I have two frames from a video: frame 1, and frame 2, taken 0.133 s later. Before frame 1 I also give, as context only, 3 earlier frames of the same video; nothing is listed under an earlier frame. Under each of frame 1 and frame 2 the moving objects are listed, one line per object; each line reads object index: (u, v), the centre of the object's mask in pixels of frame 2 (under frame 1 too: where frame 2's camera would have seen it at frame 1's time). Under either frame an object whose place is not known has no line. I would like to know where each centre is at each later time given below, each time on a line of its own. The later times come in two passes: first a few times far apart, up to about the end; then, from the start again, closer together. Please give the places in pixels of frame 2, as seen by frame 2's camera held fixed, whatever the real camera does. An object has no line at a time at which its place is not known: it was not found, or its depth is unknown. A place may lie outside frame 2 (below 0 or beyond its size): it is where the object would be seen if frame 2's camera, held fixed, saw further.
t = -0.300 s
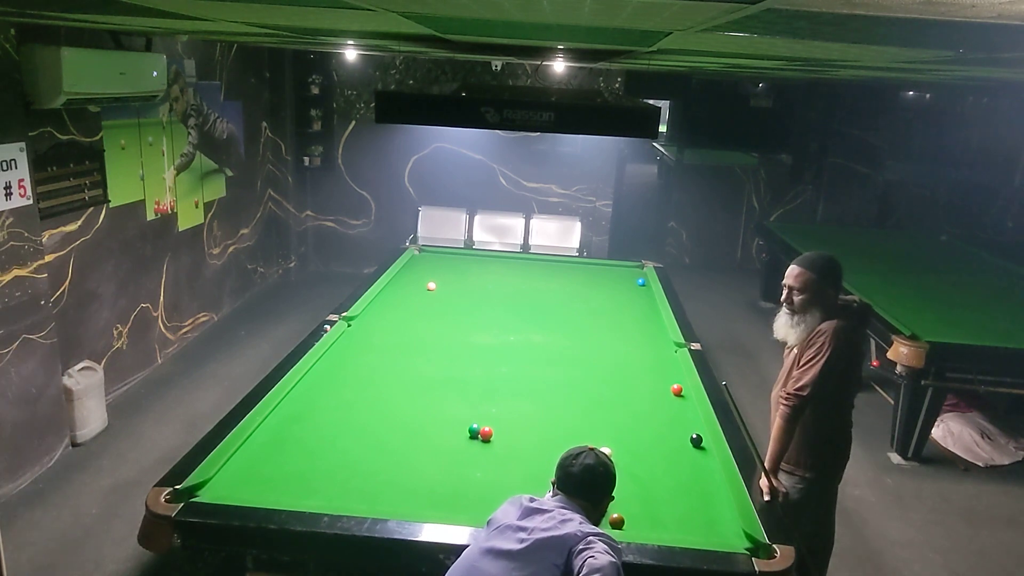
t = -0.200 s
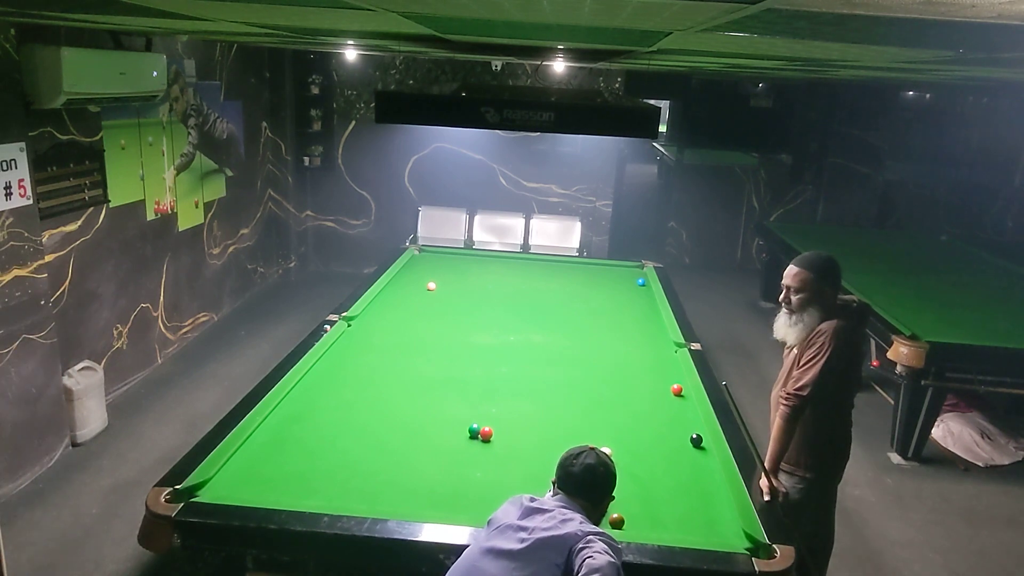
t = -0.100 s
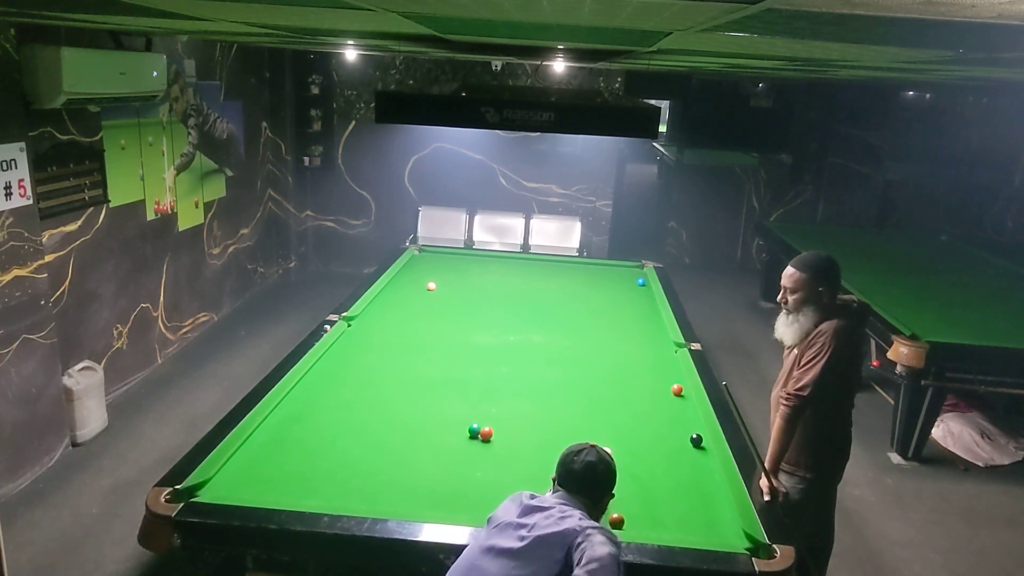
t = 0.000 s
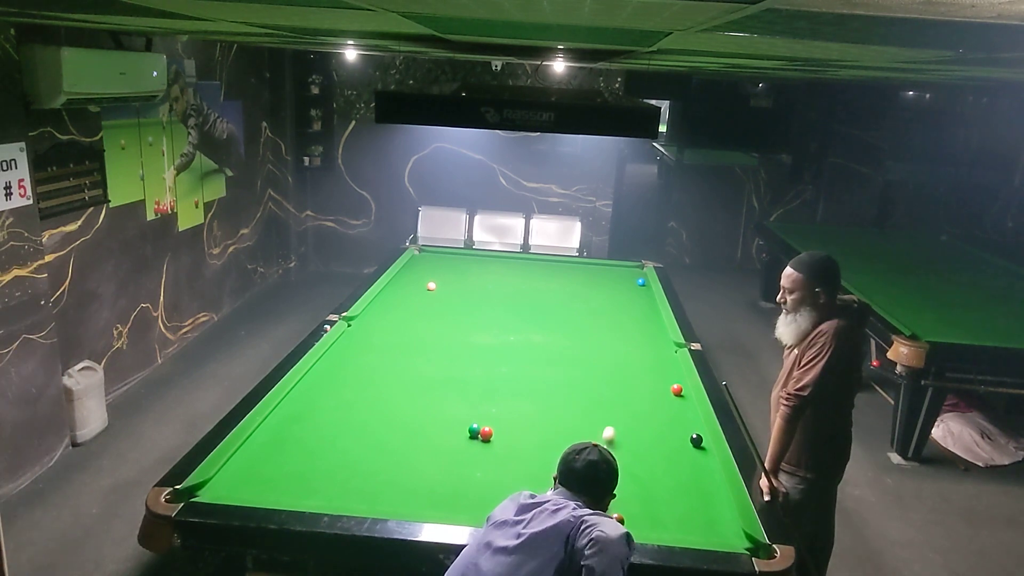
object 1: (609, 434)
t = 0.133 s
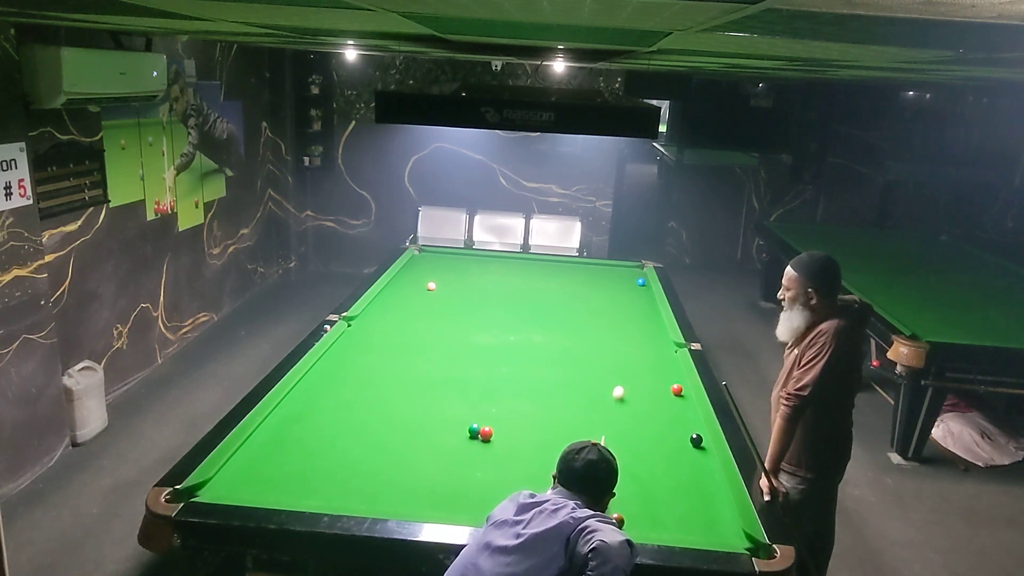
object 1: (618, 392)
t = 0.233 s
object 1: (623, 369)
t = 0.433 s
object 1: (631, 336)
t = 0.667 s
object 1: (637, 307)
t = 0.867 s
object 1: (641, 288)
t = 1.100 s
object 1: (644, 282)
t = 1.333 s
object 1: (635, 276)
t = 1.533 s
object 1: (623, 275)
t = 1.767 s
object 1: (609, 276)
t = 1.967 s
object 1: (596, 277)
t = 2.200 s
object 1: (583, 277)
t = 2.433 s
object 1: (570, 278)
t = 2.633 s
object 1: (560, 278)
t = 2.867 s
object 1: (548, 279)
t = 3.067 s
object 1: (539, 279)
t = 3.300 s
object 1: (529, 280)
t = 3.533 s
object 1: (521, 280)
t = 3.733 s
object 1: (514, 281)
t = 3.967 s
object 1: (506, 281)
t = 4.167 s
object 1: (501, 282)
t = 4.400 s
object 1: (495, 282)
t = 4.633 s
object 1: (491, 282)
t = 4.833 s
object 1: (488, 283)
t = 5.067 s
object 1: (485, 283)
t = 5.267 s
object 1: (483, 283)
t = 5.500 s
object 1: (482, 283)
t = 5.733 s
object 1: (482, 284)
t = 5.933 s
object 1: (482, 284)
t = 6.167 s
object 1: (482, 284)
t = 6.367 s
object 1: (482, 283)
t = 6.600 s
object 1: (482, 283)
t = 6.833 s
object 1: (482, 284)
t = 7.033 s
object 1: (482, 284)
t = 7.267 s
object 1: (482, 283)
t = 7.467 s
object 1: (482, 283)
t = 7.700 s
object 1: (482, 283)
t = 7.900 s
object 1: (482, 283)
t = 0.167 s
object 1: (620, 384)
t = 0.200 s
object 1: (622, 376)
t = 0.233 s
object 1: (623, 369)
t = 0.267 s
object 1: (625, 363)
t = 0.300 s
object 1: (626, 357)
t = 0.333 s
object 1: (627, 351)
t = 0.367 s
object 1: (629, 346)
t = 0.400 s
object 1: (630, 341)
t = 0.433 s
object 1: (631, 336)
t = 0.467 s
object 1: (632, 331)
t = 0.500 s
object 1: (632, 327)
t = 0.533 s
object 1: (633, 323)
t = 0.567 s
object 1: (634, 319)
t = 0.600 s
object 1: (635, 315)
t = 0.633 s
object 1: (636, 311)
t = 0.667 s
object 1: (637, 307)
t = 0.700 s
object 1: (637, 304)
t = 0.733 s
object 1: (638, 300)
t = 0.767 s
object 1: (639, 297)
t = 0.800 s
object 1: (639, 294)
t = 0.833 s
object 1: (640, 291)
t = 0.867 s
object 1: (641, 288)
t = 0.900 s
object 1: (641, 285)
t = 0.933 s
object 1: (643, 284)
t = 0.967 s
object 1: (644, 284)
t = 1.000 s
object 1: (646, 284)
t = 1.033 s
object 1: (647, 283)
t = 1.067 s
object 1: (645, 283)
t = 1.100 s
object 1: (644, 282)
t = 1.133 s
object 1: (642, 281)
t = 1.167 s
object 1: (641, 280)
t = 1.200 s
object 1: (640, 279)
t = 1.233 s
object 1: (639, 279)
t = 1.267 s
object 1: (637, 278)
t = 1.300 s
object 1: (636, 277)
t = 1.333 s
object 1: (635, 276)
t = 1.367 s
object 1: (634, 276)
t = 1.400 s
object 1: (633, 275)
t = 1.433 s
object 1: (631, 275)
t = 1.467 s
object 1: (628, 275)
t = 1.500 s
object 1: (626, 275)
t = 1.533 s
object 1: (623, 275)
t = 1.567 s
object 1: (621, 275)
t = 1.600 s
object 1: (619, 275)
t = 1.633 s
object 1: (617, 276)
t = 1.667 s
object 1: (615, 276)
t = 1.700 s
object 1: (613, 276)
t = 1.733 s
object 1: (611, 276)
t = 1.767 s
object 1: (609, 276)
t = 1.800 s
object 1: (607, 276)
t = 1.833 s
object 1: (604, 276)
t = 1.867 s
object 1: (602, 276)
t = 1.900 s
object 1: (600, 276)
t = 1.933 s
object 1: (598, 276)
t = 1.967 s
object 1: (596, 277)
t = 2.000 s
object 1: (594, 277)
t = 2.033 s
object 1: (592, 277)
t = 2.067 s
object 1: (591, 277)
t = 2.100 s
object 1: (589, 277)
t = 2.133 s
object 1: (587, 277)
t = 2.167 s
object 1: (585, 277)
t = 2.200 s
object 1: (583, 277)
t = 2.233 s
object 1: (581, 277)
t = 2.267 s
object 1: (579, 277)
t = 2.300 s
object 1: (577, 278)
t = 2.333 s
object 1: (575, 278)
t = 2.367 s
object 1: (574, 278)
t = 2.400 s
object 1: (572, 278)
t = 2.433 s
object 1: (570, 278)
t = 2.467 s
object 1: (568, 278)
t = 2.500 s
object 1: (566, 278)
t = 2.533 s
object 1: (565, 278)
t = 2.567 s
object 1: (563, 278)
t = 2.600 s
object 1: (561, 278)
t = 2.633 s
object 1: (560, 278)
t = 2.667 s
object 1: (558, 278)
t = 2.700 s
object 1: (556, 278)
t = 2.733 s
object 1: (555, 279)
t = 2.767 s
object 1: (553, 279)
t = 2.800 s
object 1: (551, 279)
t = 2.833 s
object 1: (550, 279)
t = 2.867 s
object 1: (548, 279)
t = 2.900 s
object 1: (547, 279)
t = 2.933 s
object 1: (545, 279)
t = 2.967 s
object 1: (544, 279)
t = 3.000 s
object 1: (542, 279)
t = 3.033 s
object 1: (541, 279)
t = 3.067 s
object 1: (539, 279)
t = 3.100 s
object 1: (538, 279)
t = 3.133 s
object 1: (536, 280)
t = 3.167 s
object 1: (535, 279)
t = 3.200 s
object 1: (533, 280)
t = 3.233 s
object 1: (532, 280)
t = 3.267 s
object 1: (531, 280)
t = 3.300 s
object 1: (529, 280)
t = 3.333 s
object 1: (528, 280)
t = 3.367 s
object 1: (527, 280)
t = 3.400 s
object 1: (525, 280)
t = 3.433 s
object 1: (524, 280)
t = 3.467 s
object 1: (523, 280)
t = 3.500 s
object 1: (522, 280)
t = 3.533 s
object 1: (521, 280)
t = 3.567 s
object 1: (519, 280)
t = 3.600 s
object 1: (518, 280)
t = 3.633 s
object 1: (517, 280)
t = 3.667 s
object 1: (516, 281)
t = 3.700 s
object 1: (515, 281)
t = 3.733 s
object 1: (514, 281)
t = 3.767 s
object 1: (512, 281)
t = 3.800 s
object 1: (511, 281)
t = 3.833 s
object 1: (510, 281)
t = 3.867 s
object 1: (509, 281)
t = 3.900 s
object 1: (508, 281)
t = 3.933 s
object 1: (507, 281)
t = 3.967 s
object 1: (506, 281)
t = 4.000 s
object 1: (505, 281)
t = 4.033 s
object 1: (504, 281)
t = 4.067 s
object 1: (504, 281)
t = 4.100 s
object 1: (503, 282)
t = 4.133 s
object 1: (502, 282)
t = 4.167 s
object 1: (501, 282)
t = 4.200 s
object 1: (500, 282)
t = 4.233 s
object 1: (499, 282)
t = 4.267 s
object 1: (498, 282)
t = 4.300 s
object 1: (498, 282)
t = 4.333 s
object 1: (497, 282)
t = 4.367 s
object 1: (496, 282)
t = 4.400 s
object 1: (495, 282)
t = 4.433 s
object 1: (495, 282)
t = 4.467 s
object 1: (494, 282)
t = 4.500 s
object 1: (493, 282)
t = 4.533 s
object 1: (493, 282)
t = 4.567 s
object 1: (492, 282)
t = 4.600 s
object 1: (491, 282)
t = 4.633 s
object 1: (491, 282)
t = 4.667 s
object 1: (490, 282)
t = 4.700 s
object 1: (490, 282)
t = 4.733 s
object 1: (489, 283)
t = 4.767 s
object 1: (489, 283)
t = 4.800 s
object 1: (488, 283)
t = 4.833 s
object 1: (488, 283)
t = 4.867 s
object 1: (487, 283)
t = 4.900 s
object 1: (487, 283)
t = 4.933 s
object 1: (486, 283)
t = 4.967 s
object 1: (486, 283)
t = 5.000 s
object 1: (485, 283)
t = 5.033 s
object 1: (485, 283)
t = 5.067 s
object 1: (485, 283)
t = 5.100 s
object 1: (485, 283)
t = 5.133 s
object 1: (484, 283)
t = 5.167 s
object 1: (484, 283)
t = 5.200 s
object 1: (484, 283)
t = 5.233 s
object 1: (483, 283)
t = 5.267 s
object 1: (483, 283)
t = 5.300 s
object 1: (483, 283)
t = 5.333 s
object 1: (483, 283)
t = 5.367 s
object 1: (483, 283)
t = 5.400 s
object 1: (482, 283)
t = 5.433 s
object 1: (482, 283)
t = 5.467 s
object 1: (482, 283)
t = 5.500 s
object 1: (482, 283)
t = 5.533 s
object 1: (482, 283)
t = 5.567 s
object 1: (482, 283)
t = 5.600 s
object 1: (482, 283)
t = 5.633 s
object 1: (482, 284)
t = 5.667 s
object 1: (482, 283)
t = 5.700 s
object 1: (482, 283)
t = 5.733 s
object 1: (482, 284)
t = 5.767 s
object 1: (482, 284)
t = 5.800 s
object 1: (482, 284)
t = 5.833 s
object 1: (482, 284)
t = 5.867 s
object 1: (482, 284)
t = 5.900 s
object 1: (482, 284)
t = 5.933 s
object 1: (482, 284)
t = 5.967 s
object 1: (482, 284)
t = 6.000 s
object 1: (482, 284)
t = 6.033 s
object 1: (482, 284)
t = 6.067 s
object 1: (482, 284)
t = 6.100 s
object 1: (482, 284)
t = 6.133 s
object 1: (482, 284)
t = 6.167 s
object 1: (482, 284)
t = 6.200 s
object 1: (482, 284)
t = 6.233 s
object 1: (482, 284)
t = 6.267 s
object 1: (482, 284)
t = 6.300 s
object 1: (482, 284)
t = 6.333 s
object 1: (482, 284)
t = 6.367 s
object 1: (482, 283)
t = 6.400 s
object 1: (482, 283)
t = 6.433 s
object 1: (482, 283)
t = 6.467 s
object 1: (482, 283)
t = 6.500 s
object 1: (482, 283)
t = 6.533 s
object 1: (482, 284)
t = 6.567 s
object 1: (482, 283)
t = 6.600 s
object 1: (482, 283)
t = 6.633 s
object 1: (482, 283)
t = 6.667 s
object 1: (482, 283)
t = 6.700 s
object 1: (482, 284)
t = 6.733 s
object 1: (482, 284)
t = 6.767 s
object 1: (482, 283)
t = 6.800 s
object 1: (482, 284)
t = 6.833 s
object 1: (482, 284)
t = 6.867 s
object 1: (482, 284)
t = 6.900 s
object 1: (482, 284)
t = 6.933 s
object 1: (482, 284)
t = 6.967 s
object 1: (482, 283)
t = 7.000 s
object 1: (482, 284)
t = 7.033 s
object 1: (482, 284)
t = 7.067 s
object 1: (482, 284)
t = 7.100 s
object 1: (482, 284)
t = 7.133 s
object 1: (482, 284)
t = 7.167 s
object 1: (482, 284)
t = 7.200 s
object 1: (482, 284)
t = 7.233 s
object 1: (482, 283)
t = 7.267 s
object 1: (482, 283)
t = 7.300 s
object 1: (482, 284)
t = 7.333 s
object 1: (482, 284)
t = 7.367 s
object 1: (482, 283)
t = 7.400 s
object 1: (482, 283)
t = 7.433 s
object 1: (482, 283)
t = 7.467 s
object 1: (482, 283)
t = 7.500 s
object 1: (482, 283)
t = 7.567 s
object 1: (482, 283)
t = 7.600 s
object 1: (482, 283)
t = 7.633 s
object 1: (482, 283)
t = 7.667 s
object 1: (482, 283)
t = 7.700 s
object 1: (482, 283)
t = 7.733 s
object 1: (482, 283)
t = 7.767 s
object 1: (482, 283)
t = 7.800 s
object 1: (482, 283)
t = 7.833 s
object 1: (482, 283)
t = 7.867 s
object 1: (482, 283)
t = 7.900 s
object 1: (482, 283)
